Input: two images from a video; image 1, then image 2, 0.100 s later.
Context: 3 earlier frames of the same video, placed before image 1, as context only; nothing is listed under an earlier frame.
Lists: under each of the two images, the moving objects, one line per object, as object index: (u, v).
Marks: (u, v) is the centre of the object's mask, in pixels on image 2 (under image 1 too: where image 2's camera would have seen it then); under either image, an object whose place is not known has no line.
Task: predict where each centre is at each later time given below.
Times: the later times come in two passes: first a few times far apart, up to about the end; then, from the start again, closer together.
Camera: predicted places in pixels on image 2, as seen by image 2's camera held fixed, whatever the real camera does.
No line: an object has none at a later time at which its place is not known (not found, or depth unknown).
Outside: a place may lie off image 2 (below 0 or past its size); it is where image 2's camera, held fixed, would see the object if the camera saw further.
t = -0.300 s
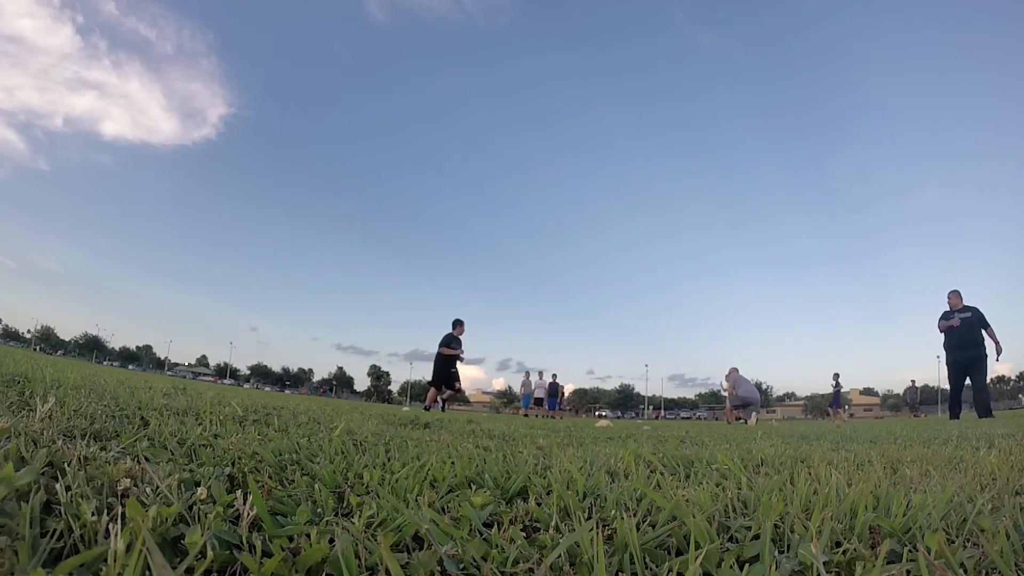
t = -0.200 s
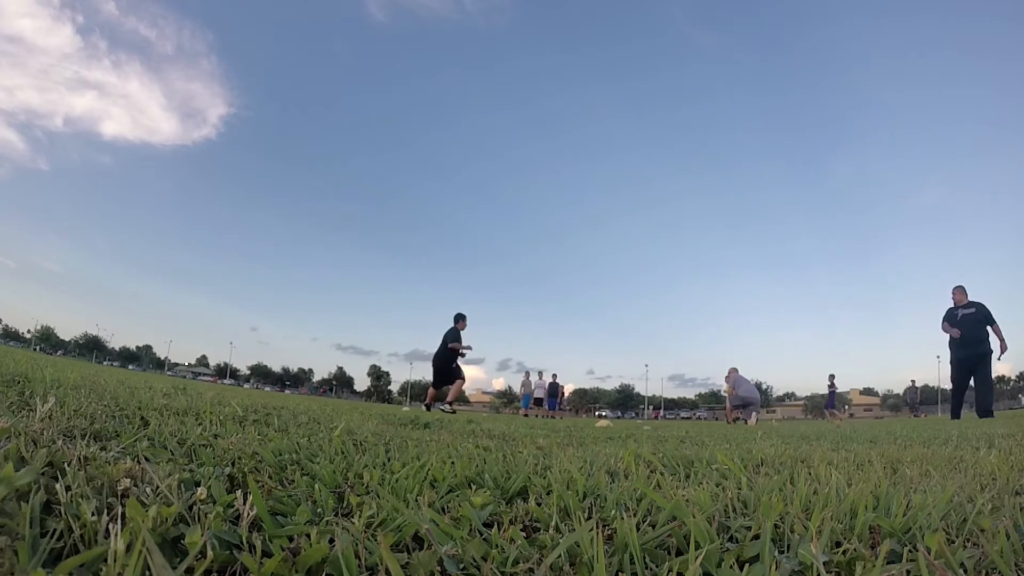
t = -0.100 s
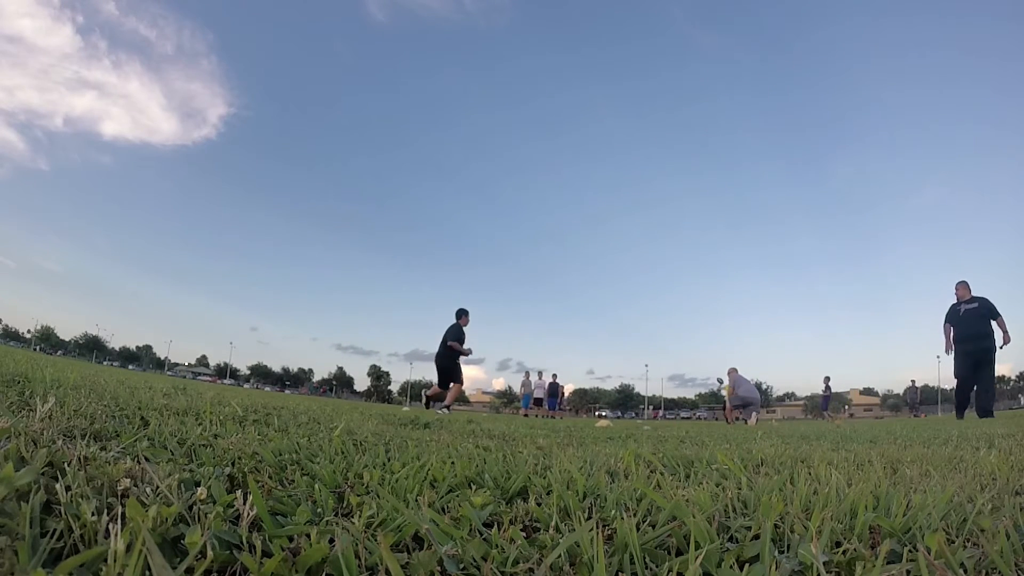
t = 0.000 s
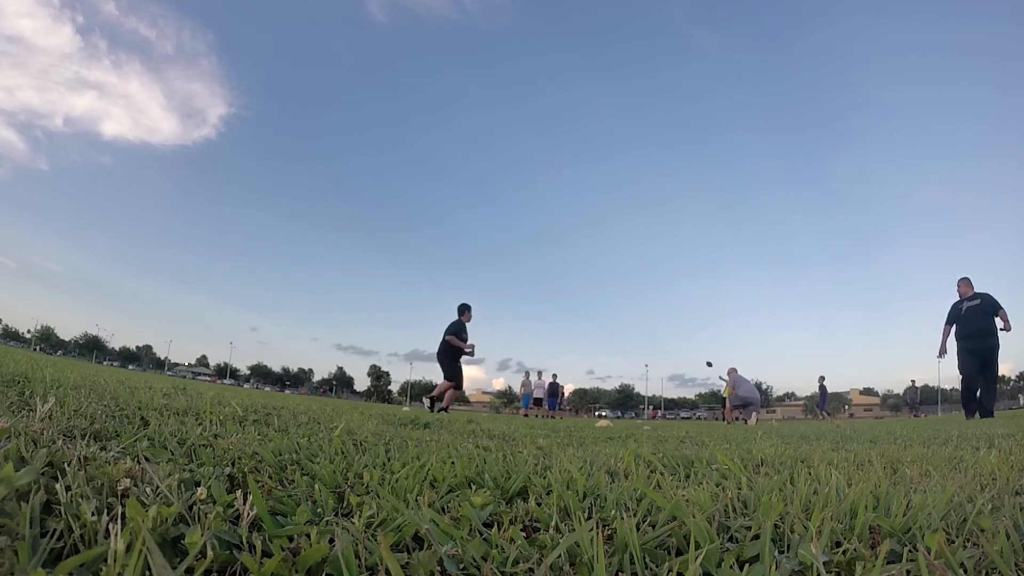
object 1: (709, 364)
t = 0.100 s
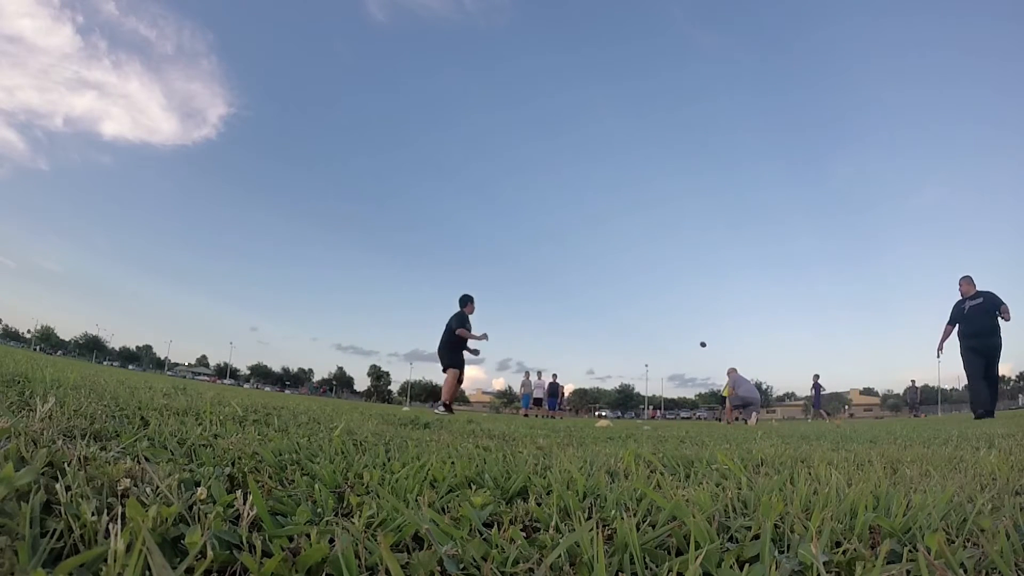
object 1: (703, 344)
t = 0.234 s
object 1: (692, 319)
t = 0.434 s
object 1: (666, 285)
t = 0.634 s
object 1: (617, 261)
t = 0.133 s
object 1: (700, 338)
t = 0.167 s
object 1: (697, 332)
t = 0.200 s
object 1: (695, 326)
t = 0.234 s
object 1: (692, 319)
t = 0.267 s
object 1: (688, 313)
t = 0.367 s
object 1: (676, 296)
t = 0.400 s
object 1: (671, 291)
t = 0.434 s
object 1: (666, 285)
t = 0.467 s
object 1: (660, 280)
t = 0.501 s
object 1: (653, 276)
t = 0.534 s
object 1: (646, 271)
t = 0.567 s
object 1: (637, 267)
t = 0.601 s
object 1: (628, 264)
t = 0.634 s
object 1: (617, 261)
